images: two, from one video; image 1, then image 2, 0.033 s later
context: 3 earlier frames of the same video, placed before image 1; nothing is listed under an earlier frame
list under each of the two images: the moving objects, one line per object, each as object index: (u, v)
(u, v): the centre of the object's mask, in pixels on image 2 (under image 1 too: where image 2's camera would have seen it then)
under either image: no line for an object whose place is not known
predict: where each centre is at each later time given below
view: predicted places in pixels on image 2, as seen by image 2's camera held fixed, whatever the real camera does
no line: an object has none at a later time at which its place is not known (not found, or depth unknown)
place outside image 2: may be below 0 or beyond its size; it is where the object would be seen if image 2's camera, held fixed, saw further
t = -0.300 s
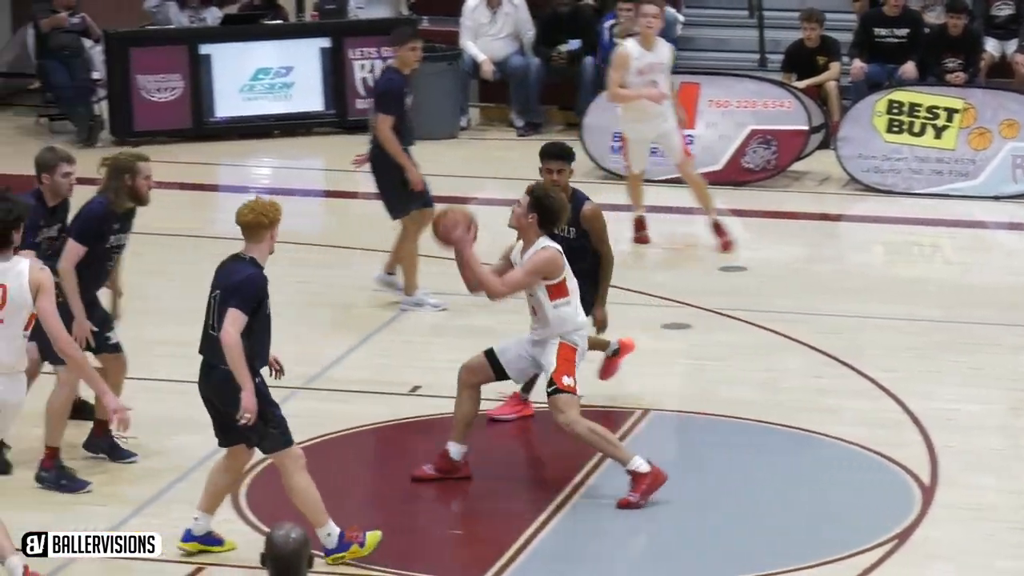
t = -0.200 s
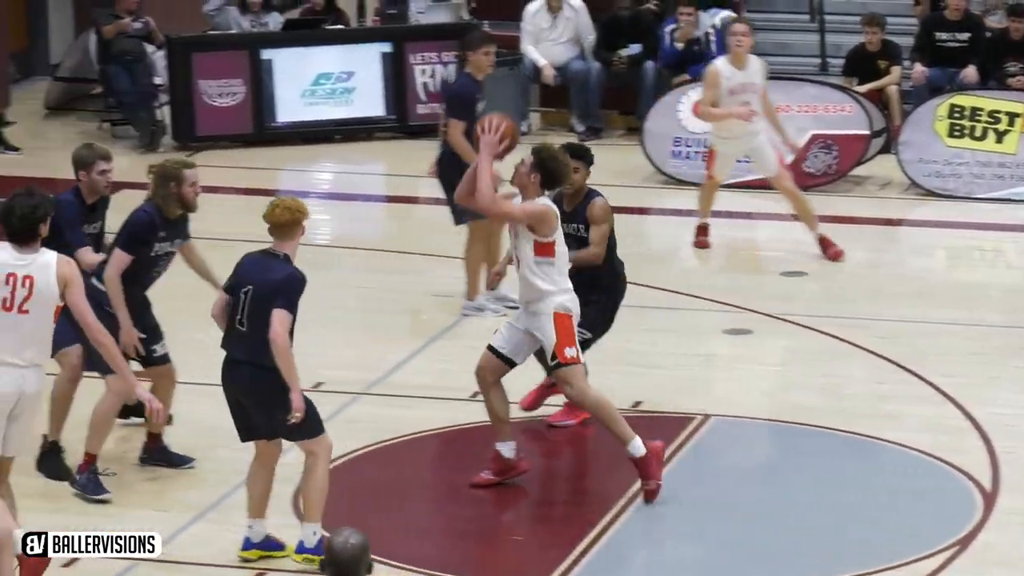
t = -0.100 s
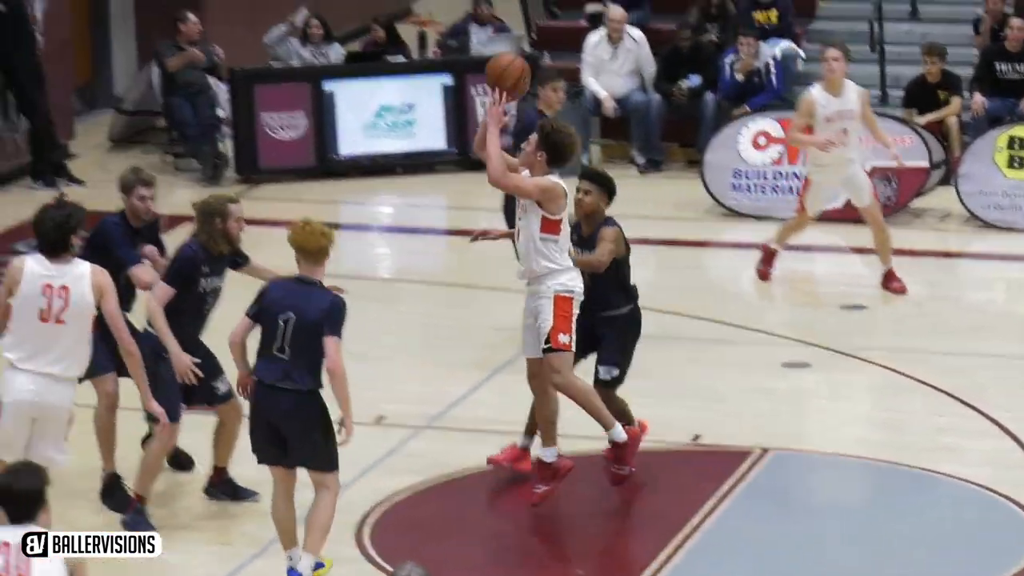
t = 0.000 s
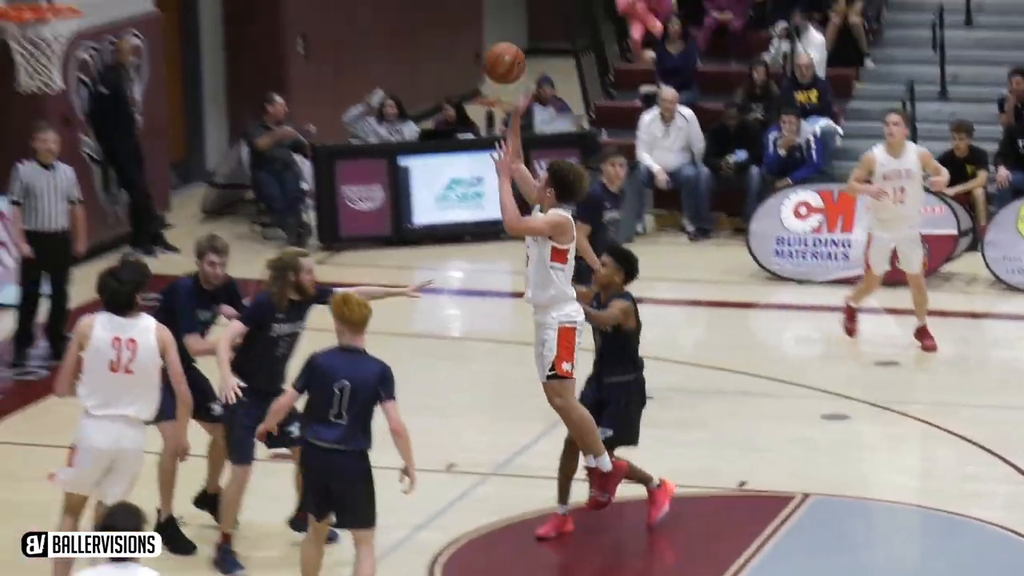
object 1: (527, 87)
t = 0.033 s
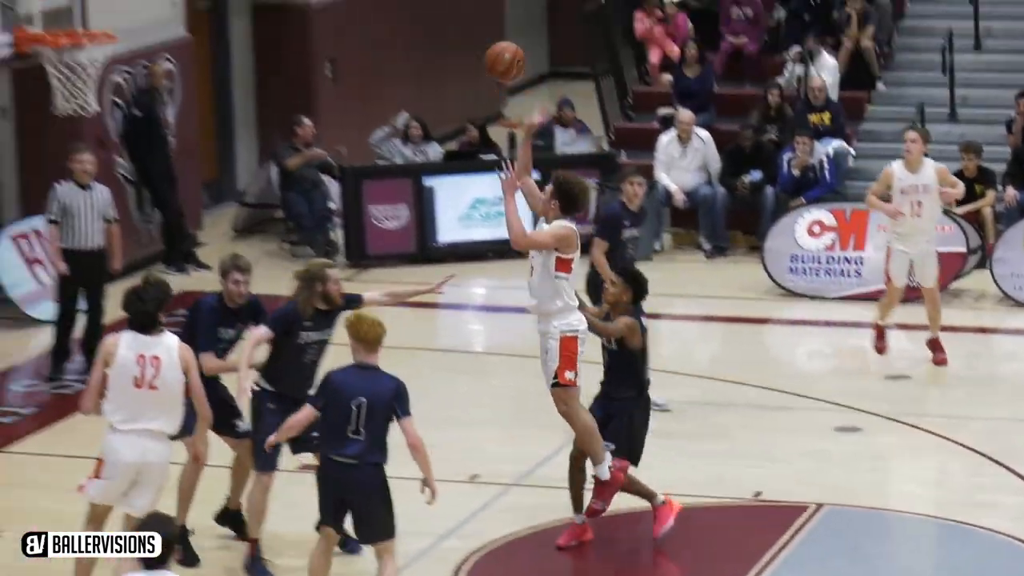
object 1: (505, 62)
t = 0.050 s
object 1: (493, 50)
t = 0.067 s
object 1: (483, 39)
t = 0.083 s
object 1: (473, 29)
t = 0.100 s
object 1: (462, 19)
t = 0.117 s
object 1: (452, 10)
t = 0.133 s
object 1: (442, 2)
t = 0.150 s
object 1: (432, -7)
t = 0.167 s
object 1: (423, -15)
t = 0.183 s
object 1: (412, -23)
